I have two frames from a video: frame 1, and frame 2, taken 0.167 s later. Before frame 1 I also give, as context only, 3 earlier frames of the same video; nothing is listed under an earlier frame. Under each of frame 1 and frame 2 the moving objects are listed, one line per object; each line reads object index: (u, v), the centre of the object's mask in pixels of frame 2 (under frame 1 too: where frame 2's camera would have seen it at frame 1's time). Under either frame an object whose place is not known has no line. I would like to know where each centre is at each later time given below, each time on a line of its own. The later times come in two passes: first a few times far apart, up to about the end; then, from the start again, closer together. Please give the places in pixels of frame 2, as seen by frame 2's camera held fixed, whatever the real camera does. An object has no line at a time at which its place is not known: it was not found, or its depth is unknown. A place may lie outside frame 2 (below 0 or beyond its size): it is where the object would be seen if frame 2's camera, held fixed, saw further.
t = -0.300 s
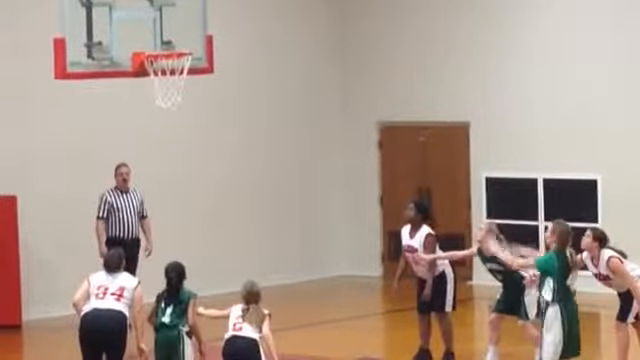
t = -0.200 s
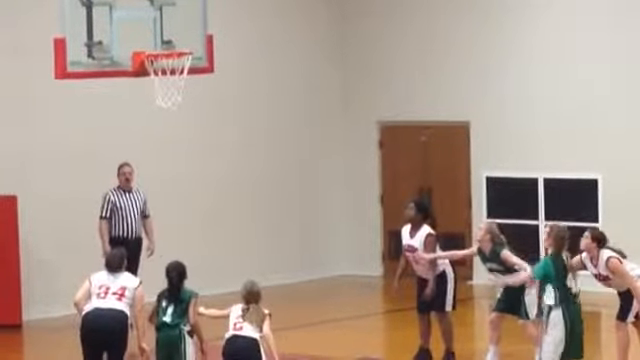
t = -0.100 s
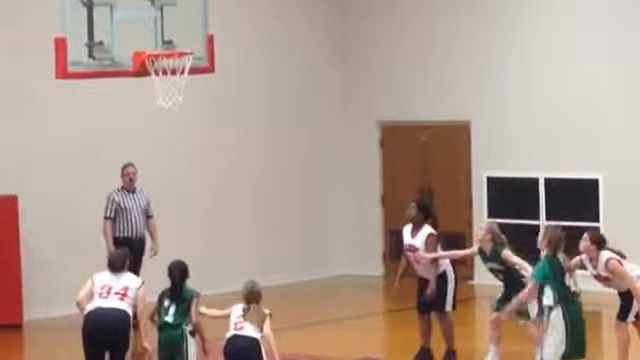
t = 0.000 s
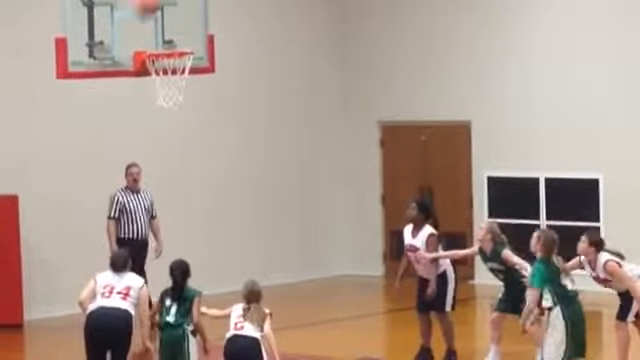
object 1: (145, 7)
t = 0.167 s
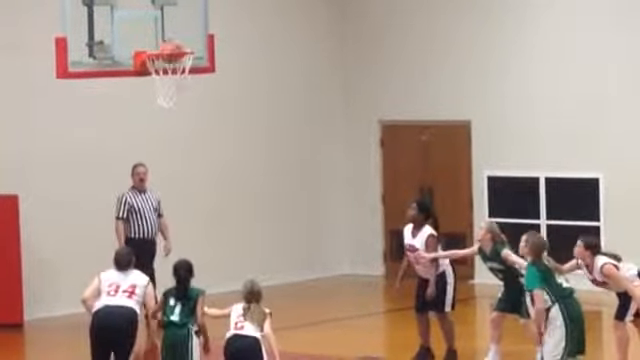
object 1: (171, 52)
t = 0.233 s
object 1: (173, 52)
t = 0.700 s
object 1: (187, 85)
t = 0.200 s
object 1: (173, 52)
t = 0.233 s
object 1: (173, 52)
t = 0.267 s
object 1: (171, 53)
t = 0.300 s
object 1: (168, 47)
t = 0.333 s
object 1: (166, 50)
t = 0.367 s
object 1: (162, 54)
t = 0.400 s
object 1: (163, 54)
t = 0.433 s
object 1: (167, 54)
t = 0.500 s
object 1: (176, 60)
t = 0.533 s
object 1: (183, 70)
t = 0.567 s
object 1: (185, 75)
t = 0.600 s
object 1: (188, 79)
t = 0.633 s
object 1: (188, 79)
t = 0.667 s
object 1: (187, 80)
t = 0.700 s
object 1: (187, 85)
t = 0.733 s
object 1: (186, 87)
